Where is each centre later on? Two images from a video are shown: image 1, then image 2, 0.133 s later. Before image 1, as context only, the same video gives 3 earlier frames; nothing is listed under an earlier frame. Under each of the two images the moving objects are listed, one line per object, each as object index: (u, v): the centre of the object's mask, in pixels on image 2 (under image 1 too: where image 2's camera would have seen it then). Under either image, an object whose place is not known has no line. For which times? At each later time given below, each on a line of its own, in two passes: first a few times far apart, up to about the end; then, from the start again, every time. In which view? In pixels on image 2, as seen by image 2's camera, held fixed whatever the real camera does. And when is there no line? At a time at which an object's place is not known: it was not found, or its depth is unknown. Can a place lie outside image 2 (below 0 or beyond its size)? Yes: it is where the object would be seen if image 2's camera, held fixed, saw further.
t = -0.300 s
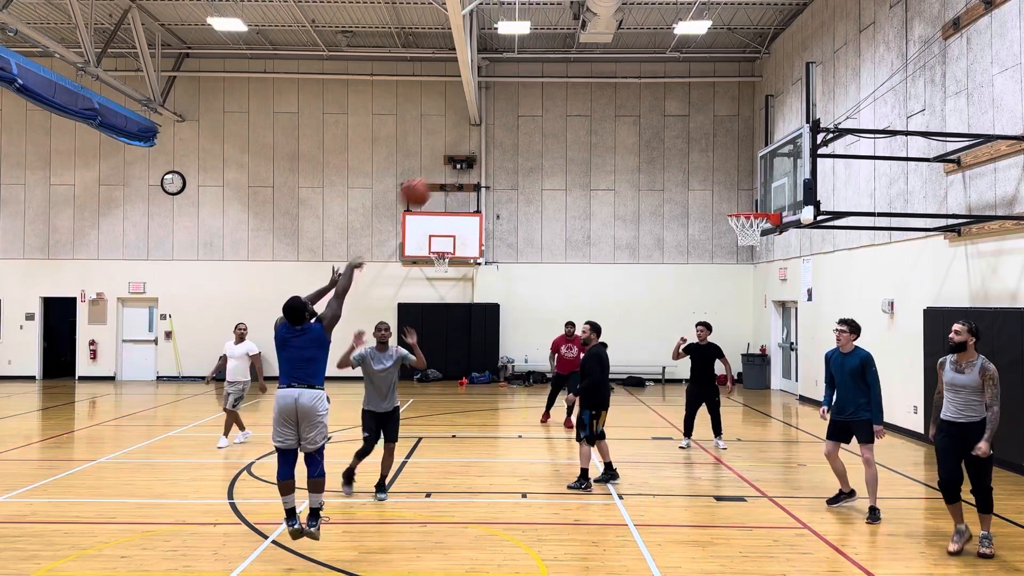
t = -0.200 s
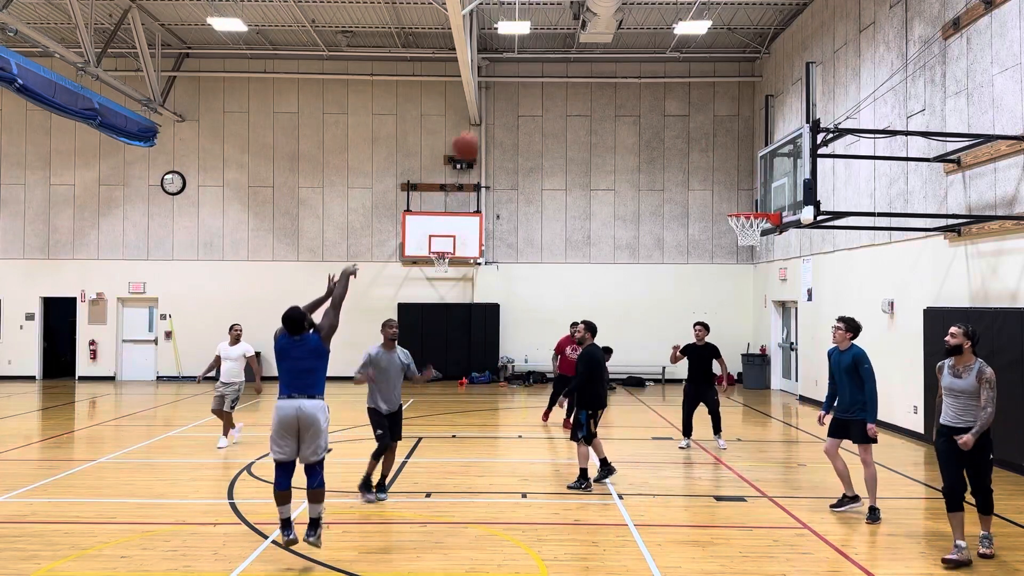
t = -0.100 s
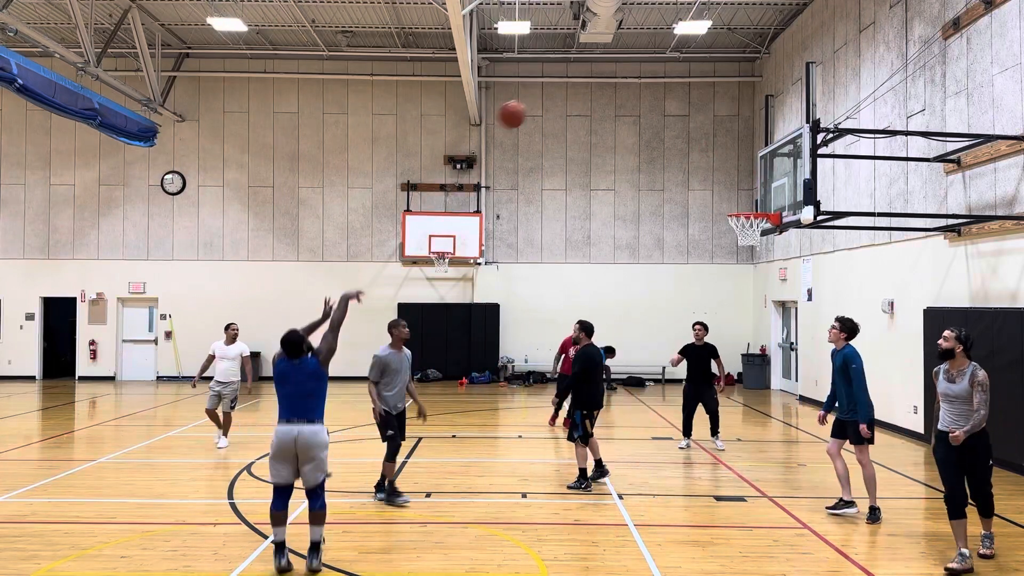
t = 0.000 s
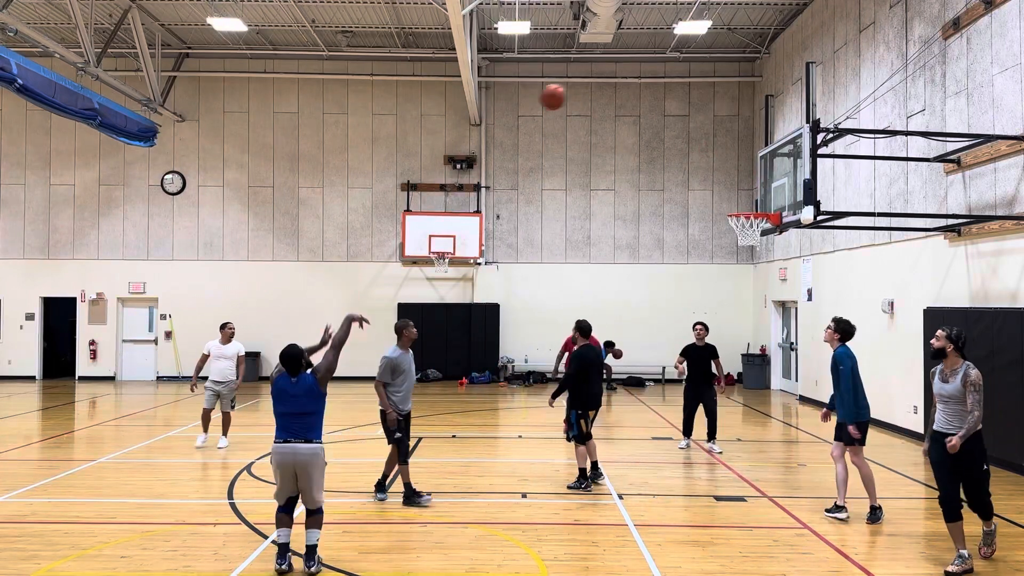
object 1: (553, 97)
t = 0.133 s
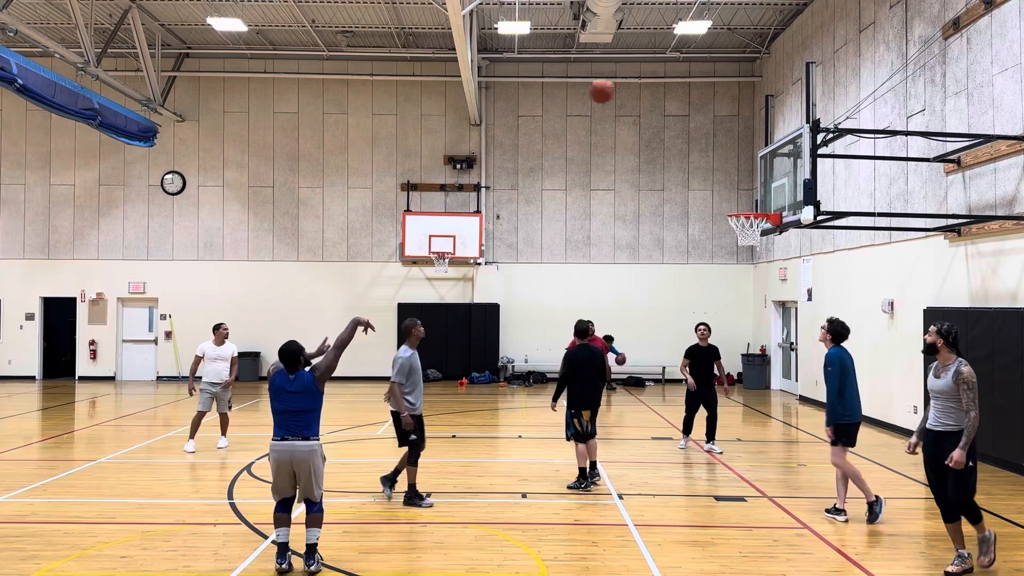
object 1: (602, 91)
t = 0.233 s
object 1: (635, 97)
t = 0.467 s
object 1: (699, 144)
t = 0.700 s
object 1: (750, 213)
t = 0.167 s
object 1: (613, 92)
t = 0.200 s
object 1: (624, 94)
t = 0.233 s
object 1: (635, 97)
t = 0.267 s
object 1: (644, 102)
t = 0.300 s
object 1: (654, 107)
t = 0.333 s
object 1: (664, 112)
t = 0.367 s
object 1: (673, 119)
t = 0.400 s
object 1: (683, 127)
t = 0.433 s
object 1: (690, 135)
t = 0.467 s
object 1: (699, 144)
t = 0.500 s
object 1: (707, 154)
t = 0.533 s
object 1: (716, 164)
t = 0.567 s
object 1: (723, 175)
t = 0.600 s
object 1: (731, 186)
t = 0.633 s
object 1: (738, 198)
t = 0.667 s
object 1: (745, 207)
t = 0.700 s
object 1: (750, 213)
